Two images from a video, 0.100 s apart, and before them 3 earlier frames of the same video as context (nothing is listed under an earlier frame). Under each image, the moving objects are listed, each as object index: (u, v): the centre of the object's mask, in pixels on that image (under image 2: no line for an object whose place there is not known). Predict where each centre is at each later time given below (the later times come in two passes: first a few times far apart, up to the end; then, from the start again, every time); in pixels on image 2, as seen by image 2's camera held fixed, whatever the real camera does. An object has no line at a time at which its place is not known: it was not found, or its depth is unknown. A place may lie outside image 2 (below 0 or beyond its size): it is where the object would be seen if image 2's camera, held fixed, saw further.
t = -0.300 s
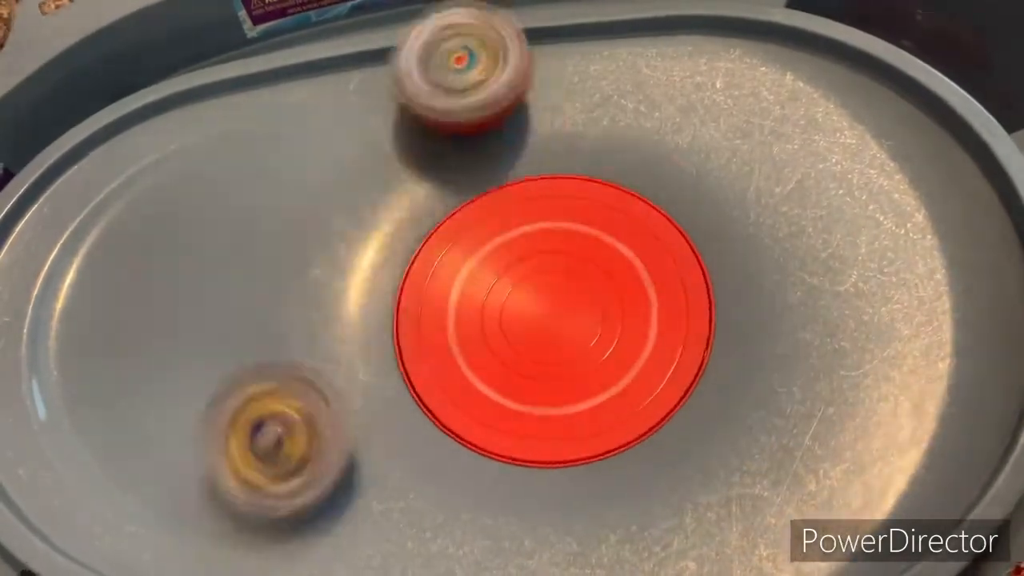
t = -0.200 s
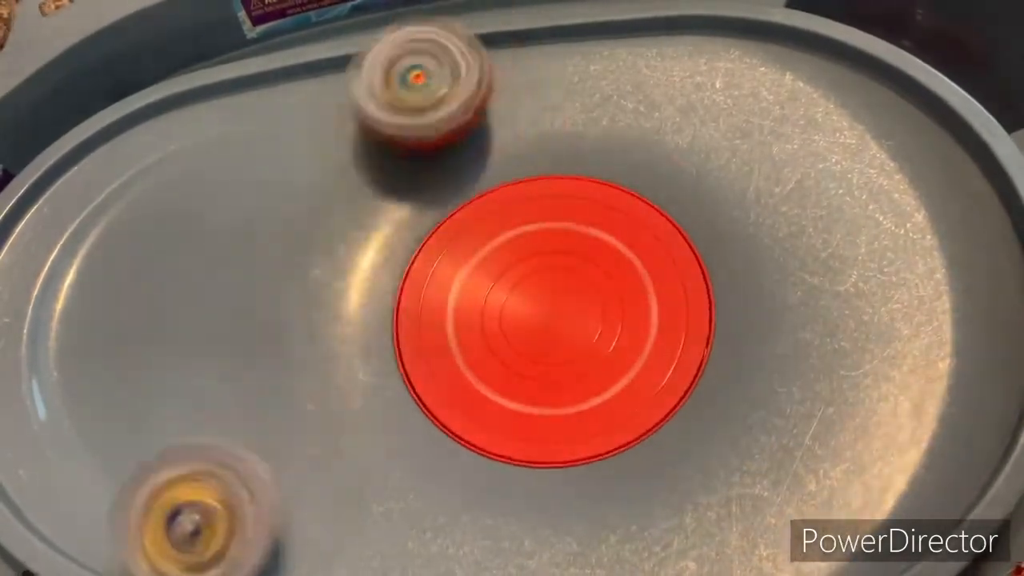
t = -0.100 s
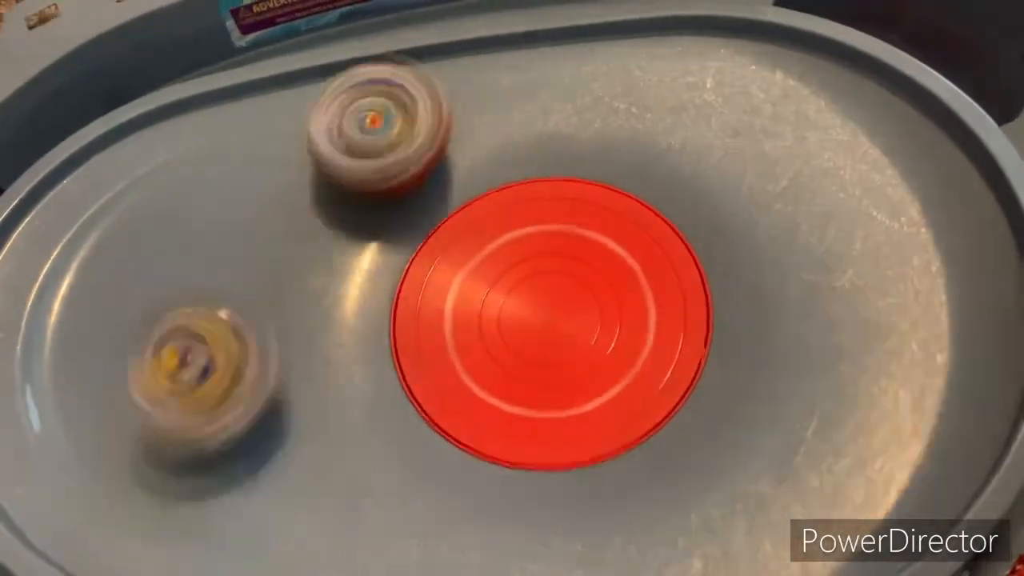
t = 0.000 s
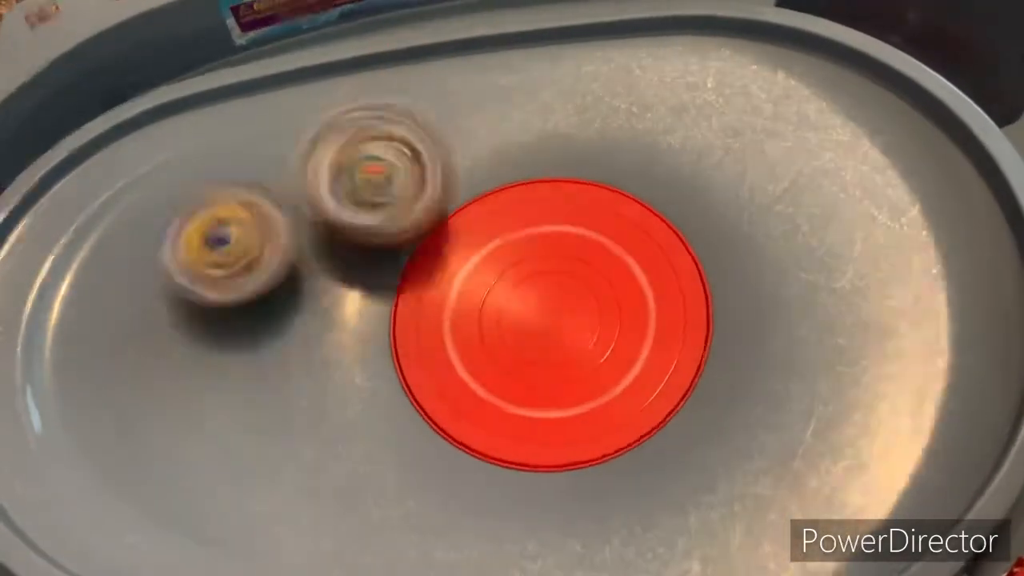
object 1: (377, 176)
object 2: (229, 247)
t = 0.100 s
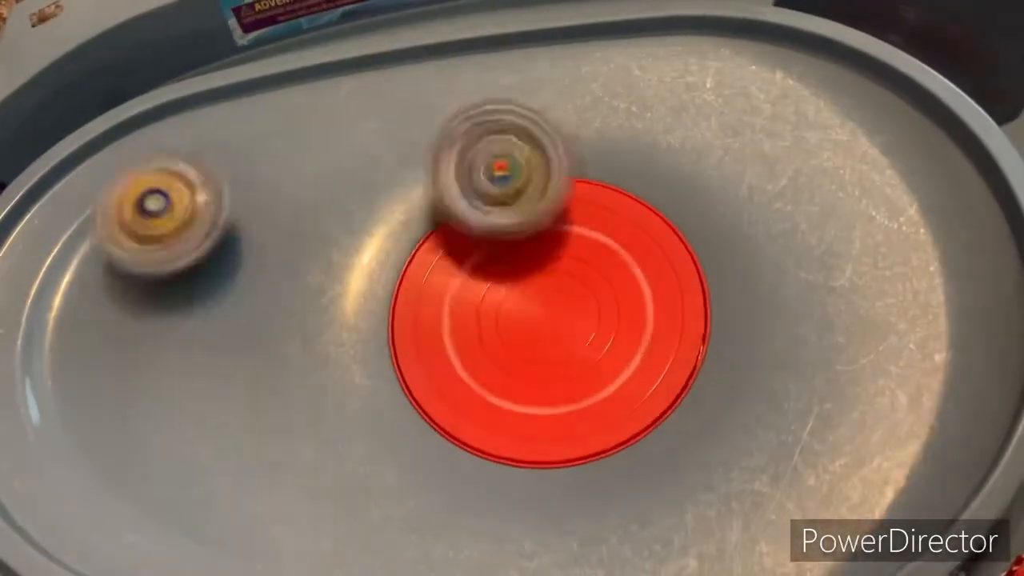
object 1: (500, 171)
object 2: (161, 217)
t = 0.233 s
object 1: (524, 211)
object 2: (90, 209)
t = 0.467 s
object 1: (509, 327)
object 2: (100, 235)
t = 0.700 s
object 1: (635, 309)
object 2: (133, 273)
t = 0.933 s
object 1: (553, 195)
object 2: (302, 276)
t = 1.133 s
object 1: (573, 205)
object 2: (281, 416)
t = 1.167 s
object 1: (594, 206)
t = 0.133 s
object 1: (518, 170)
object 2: (146, 211)
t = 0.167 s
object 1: (534, 181)
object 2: (130, 208)
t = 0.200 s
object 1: (536, 193)
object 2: (113, 206)
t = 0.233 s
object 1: (524, 211)
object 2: (90, 209)
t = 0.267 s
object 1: (516, 228)
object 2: (73, 209)
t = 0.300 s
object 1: (507, 243)
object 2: (70, 211)
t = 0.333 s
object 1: (501, 262)
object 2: (79, 216)
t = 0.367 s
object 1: (499, 276)
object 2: (91, 217)
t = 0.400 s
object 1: (498, 296)
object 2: (96, 223)
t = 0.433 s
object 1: (501, 308)
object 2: (98, 229)
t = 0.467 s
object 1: (509, 327)
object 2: (100, 235)
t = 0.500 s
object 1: (518, 336)
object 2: (104, 243)
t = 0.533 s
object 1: (532, 345)
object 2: (105, 248)
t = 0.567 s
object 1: (550, 352)
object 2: (108, 256)
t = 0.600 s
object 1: (571, 349)
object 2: (111, 261)
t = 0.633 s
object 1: (591, 342)
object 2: (116, 268)
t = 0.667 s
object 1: (615, 329)
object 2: (122, 271)
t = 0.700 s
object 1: (635, 309)
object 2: (133, 273)
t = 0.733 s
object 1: (649, 282)
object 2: (145, 270)
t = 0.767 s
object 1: (657, 247)
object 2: (163, 269)
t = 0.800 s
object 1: (656, 217)
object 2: (187, 268)
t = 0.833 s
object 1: (644, 195)
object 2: (212, 267)
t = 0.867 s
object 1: (620, 185)
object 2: (242, 268)
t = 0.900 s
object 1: (591, 189)
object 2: (271, 270)
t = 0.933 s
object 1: (553, 195)
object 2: (302, 276)
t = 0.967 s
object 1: (512, 208)
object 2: (334, 279)
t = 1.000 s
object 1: (477, 221)
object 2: (367, 290)
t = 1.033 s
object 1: (487, 215)
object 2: (347, 321)
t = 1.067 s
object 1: (517, 203)
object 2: (321, 356)
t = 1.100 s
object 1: (546, 202)
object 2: (296, 391)
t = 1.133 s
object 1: (573, 205)
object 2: (281, 416)
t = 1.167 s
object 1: (594, 206)
